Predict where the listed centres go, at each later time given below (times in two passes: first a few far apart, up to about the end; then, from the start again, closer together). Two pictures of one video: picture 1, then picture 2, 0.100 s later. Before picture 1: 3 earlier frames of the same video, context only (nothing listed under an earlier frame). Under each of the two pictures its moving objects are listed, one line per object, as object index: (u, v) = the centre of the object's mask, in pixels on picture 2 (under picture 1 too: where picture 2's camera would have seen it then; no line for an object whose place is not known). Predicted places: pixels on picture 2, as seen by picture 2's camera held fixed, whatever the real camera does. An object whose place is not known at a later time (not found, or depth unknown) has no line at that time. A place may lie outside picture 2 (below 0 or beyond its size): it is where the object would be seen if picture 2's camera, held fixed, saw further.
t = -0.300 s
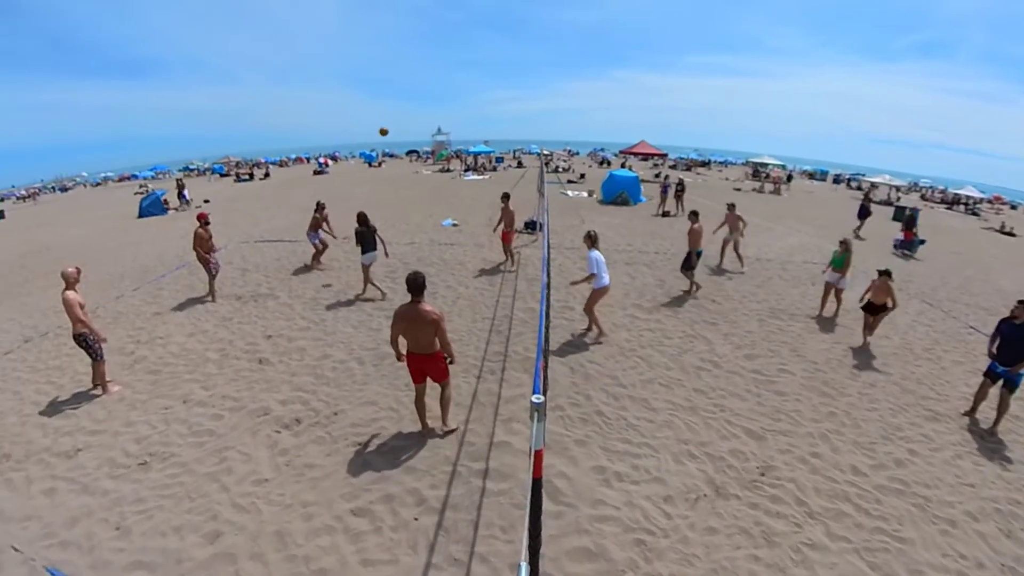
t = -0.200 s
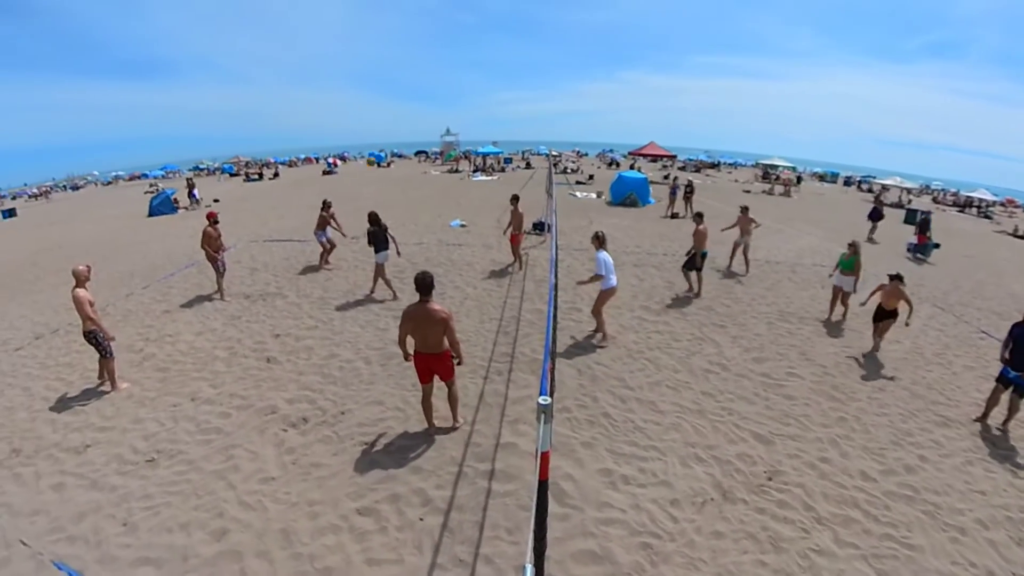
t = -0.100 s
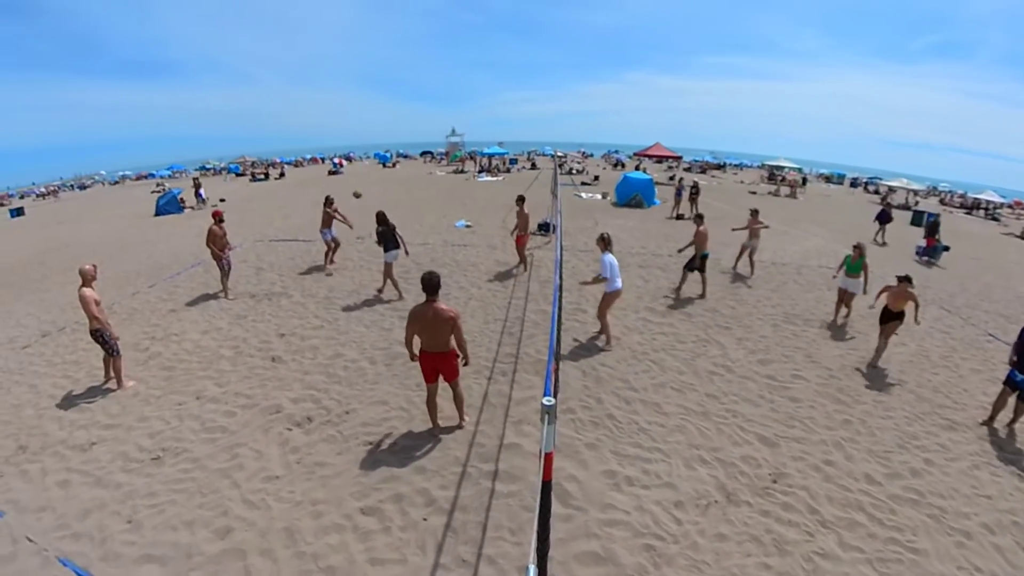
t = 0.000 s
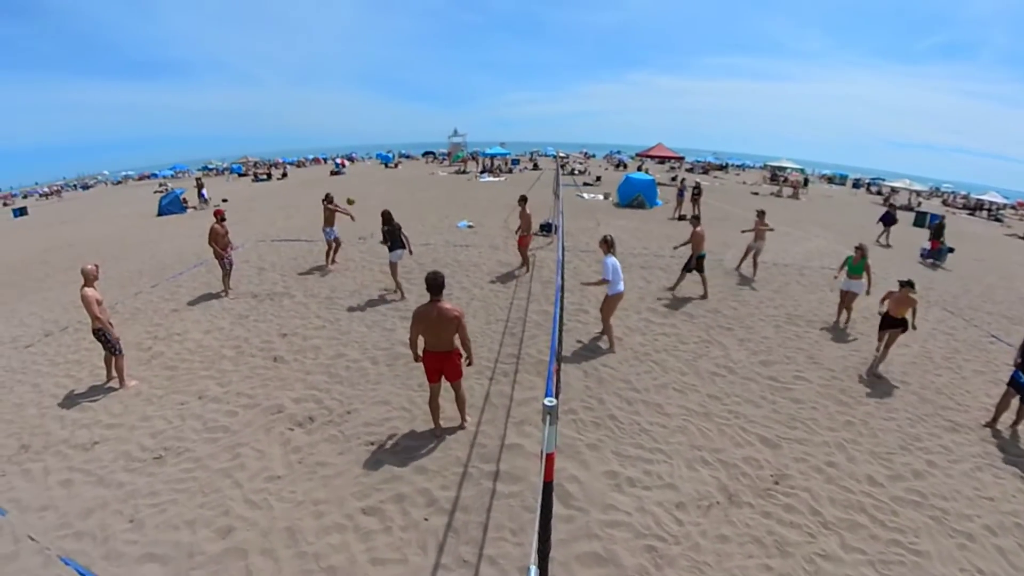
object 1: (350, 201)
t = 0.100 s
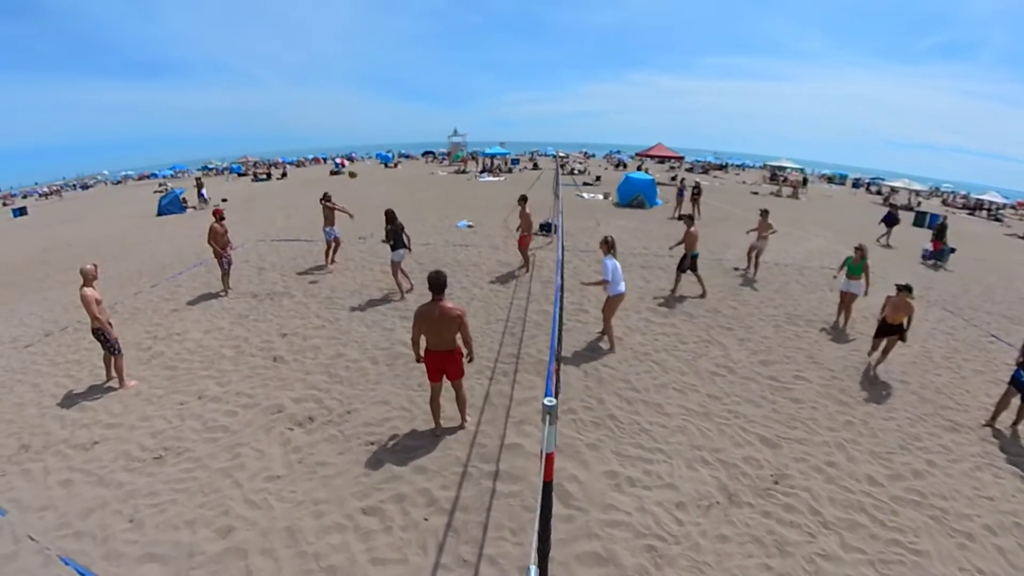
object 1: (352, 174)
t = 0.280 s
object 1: (358, 132)
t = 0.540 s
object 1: (372, 95)
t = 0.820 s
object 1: (393, 92)
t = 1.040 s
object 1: (416, 123)
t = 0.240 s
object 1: (357, 141)
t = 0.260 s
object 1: (357, 137)
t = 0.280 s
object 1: (358, 132)
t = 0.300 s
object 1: (359, 129)
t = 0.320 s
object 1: (360, 125)
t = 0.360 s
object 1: (362, 118)
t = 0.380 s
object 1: (363, 114)
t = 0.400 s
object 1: (364, 112)
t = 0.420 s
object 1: (365, 109)
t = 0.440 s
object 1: (366, 106)
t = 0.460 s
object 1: (367, 103)
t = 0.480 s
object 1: (368, 101)
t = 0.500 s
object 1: (369, 98)
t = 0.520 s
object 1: (371, 97)
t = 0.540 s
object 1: (372, 95)
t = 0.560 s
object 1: (373, 93)
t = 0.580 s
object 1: (374, 92)
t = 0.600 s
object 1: (376, 91)
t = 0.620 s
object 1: (377, 89)
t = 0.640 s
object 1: (379, 89)
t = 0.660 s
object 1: (380, 88)
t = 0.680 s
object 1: (382, 88)
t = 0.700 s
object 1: (383, 88)
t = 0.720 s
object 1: (384, 88)
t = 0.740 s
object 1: (386, 88)
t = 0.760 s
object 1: (388, 88)
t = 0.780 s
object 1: (390, 89)
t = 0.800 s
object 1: (391, 90)
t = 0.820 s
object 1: (393, 92)
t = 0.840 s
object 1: (395, 93)
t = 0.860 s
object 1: (397, 95)
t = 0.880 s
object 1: (399, 97)
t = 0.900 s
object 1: (401, 100)
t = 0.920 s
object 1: (403, 102)
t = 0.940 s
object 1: (405, 105)
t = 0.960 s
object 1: (407, 108)
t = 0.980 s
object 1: (409, 111)
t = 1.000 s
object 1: (412, 115)
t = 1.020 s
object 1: (414, 119)
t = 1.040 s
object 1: (416, 123)
